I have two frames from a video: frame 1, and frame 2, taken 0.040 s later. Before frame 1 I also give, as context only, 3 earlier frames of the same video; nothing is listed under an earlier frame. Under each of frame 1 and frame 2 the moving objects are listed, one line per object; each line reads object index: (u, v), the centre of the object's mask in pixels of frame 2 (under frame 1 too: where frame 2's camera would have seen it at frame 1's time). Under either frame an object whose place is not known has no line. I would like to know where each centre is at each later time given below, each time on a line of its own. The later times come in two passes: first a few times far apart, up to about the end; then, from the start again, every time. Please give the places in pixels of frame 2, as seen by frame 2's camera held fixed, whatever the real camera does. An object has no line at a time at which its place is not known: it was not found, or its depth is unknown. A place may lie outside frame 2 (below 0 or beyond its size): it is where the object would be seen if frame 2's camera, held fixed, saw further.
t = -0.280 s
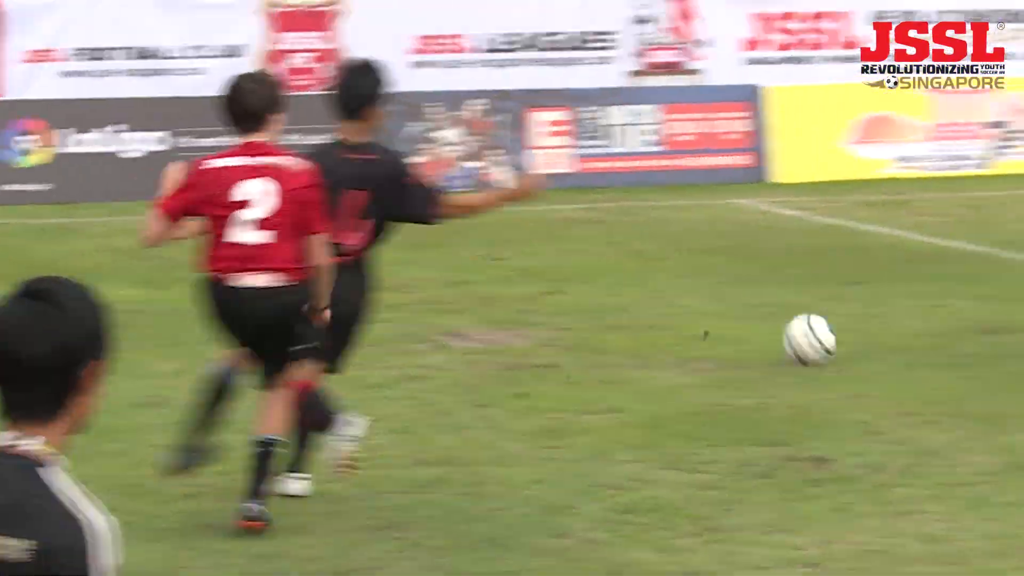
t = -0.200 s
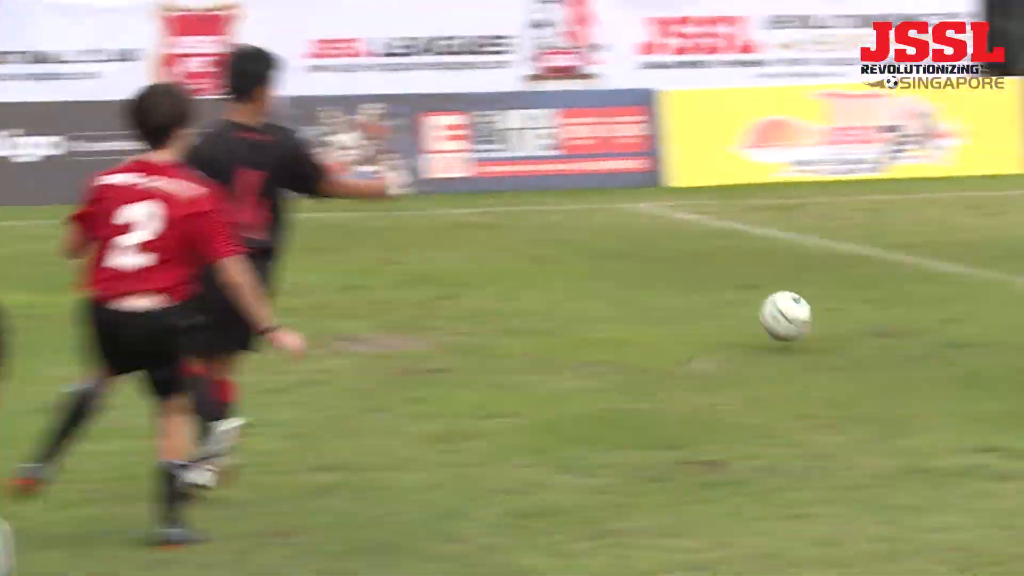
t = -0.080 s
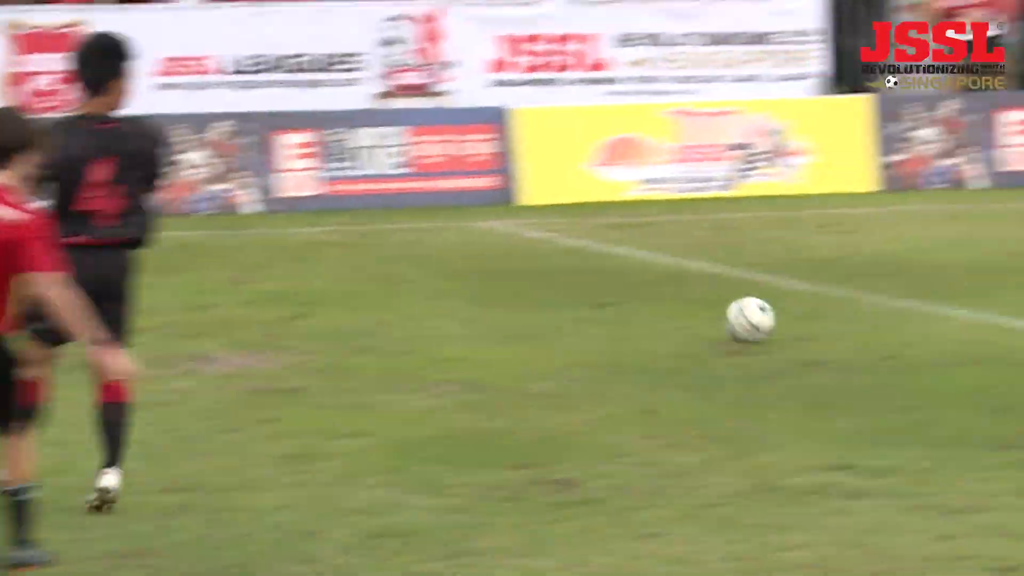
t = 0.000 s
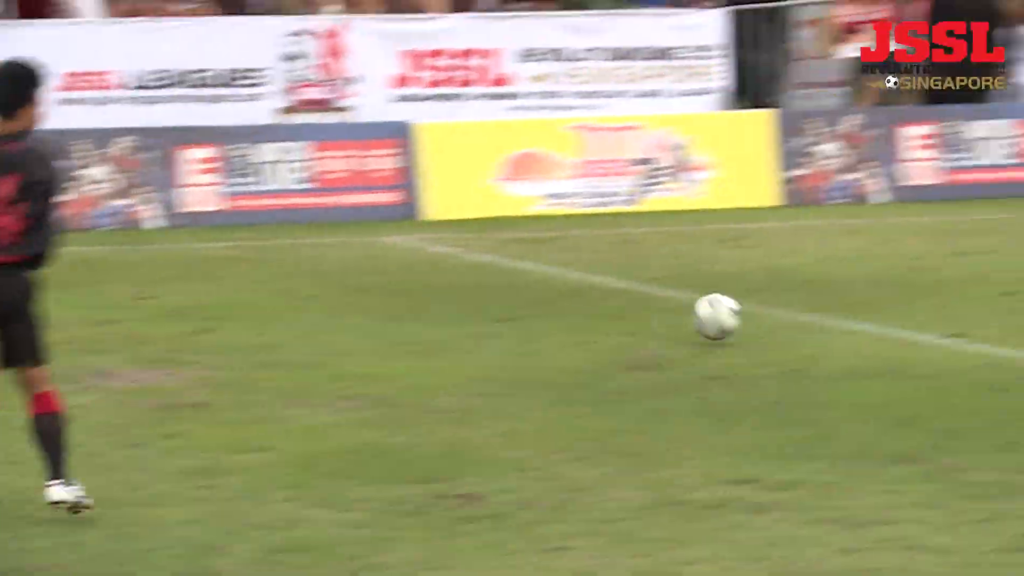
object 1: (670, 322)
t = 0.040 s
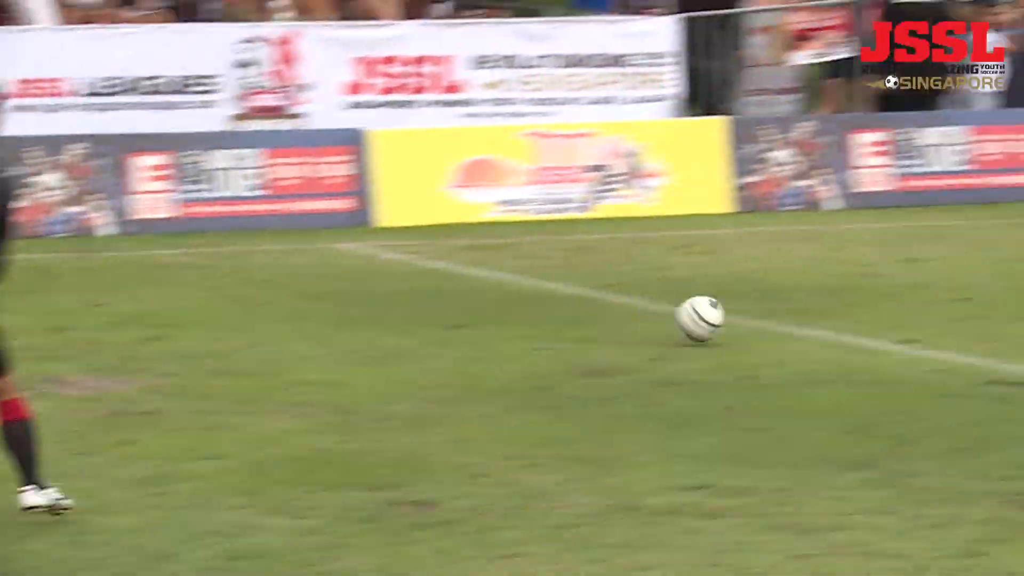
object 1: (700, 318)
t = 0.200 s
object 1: (808, 307)
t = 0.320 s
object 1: (878, 294)
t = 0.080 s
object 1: (730, 319)
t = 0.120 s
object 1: (757, 314)
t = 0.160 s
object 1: (783, 310)
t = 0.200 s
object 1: (808, 307)
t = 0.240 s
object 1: (832, 301)
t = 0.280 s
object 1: (855, 296)
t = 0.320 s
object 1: (878, 294)
